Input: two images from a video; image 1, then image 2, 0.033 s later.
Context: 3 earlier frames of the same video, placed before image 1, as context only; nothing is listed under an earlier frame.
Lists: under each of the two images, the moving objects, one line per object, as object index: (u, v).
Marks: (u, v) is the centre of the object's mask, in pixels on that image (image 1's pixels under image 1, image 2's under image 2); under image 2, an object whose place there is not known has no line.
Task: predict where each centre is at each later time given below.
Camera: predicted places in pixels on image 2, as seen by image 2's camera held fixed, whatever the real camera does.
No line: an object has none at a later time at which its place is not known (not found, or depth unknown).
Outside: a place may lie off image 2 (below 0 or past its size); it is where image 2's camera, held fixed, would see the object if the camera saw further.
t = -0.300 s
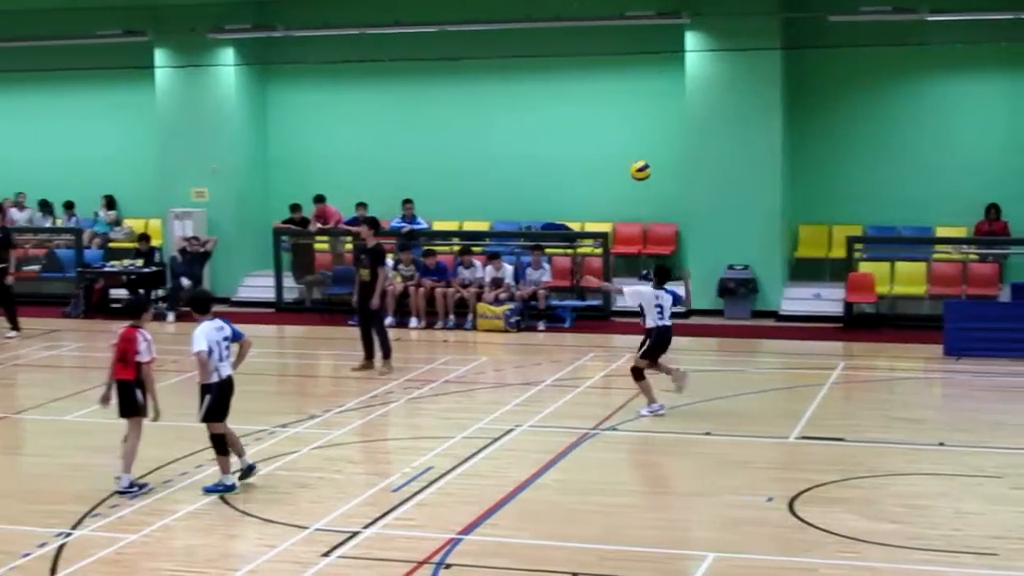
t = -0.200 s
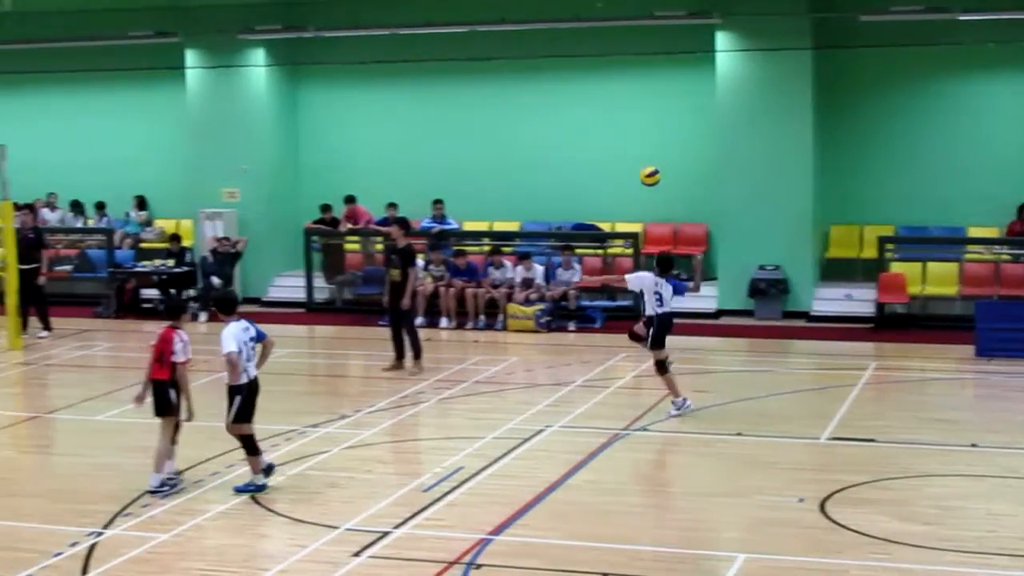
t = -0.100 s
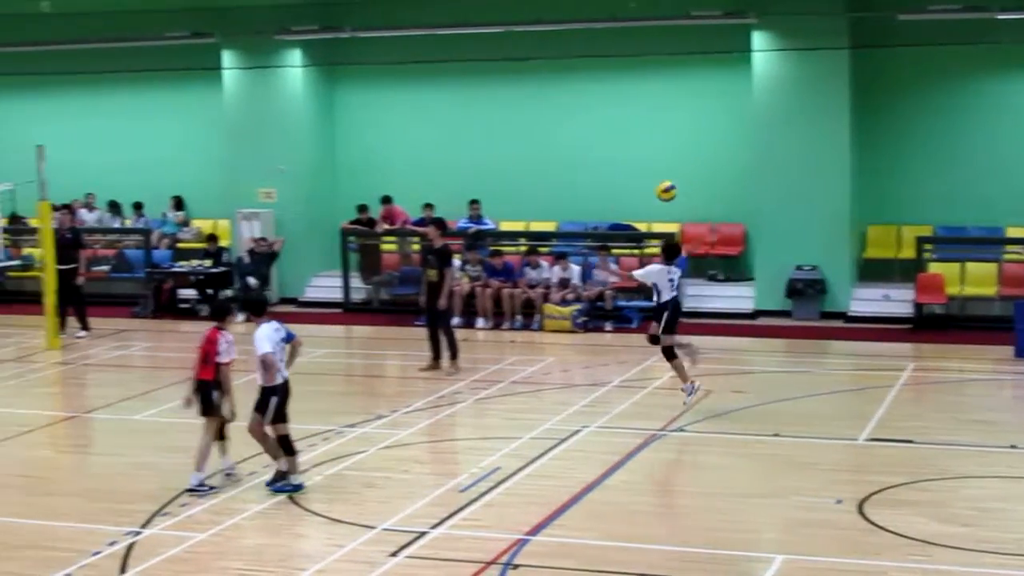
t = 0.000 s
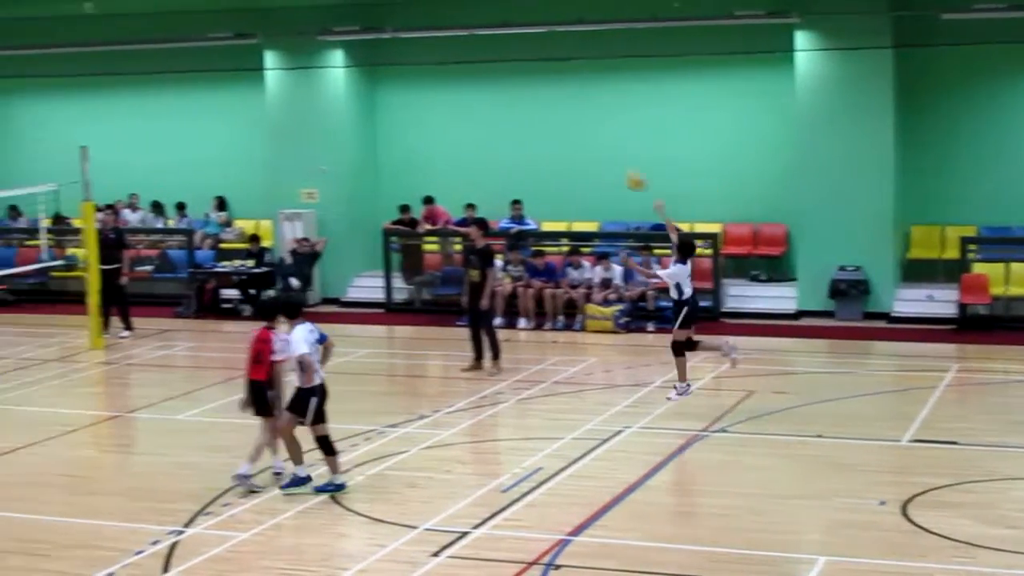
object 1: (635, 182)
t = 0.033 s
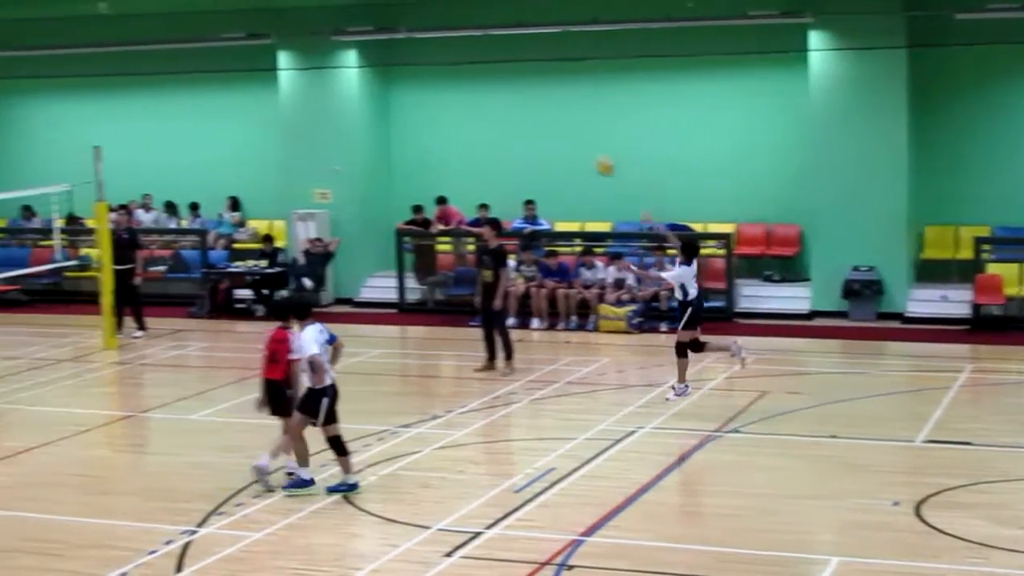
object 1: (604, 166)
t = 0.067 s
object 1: (564, 152)
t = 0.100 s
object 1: (527, 138)
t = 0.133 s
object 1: (490, 127)
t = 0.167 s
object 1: (455, 117)
